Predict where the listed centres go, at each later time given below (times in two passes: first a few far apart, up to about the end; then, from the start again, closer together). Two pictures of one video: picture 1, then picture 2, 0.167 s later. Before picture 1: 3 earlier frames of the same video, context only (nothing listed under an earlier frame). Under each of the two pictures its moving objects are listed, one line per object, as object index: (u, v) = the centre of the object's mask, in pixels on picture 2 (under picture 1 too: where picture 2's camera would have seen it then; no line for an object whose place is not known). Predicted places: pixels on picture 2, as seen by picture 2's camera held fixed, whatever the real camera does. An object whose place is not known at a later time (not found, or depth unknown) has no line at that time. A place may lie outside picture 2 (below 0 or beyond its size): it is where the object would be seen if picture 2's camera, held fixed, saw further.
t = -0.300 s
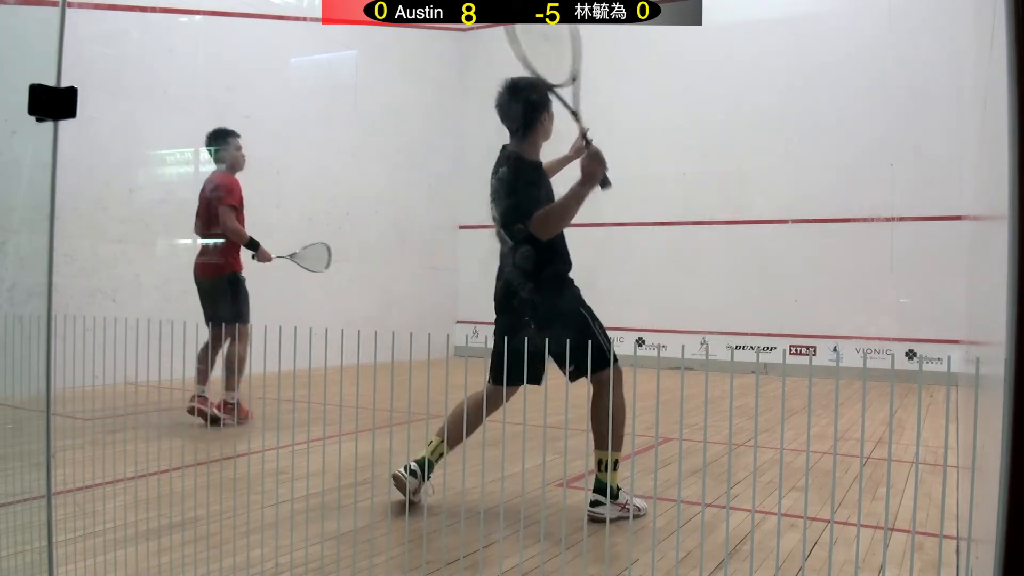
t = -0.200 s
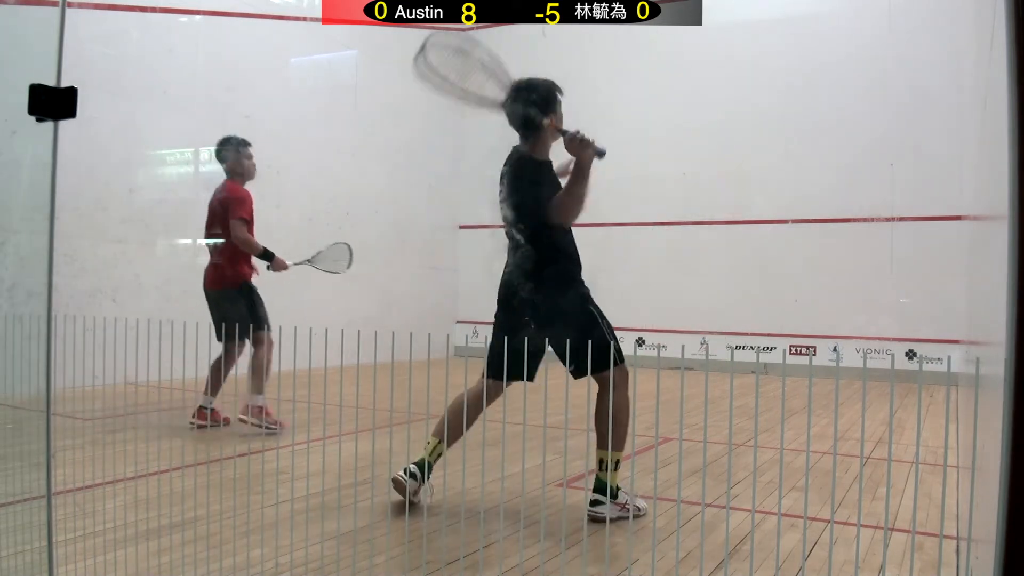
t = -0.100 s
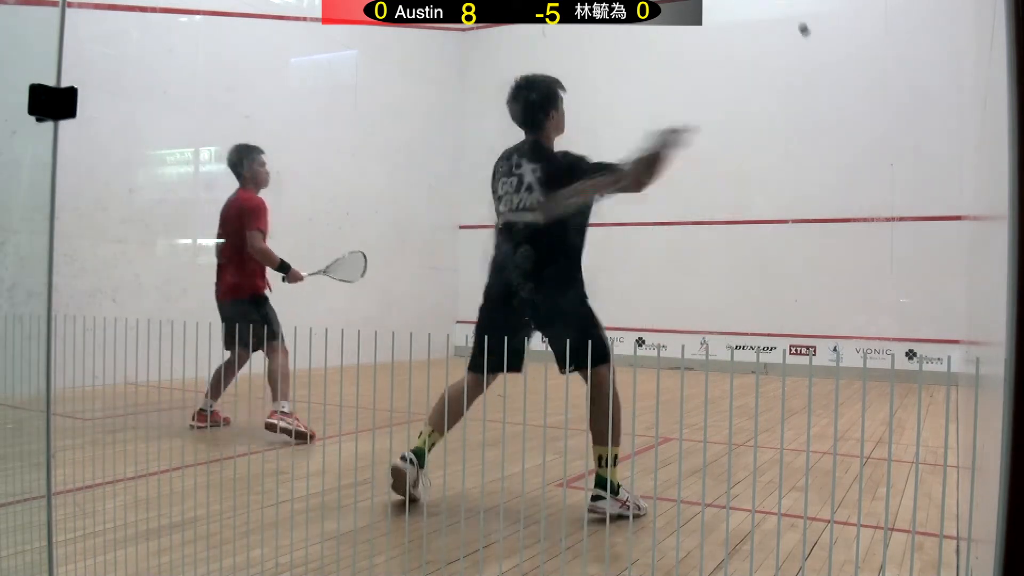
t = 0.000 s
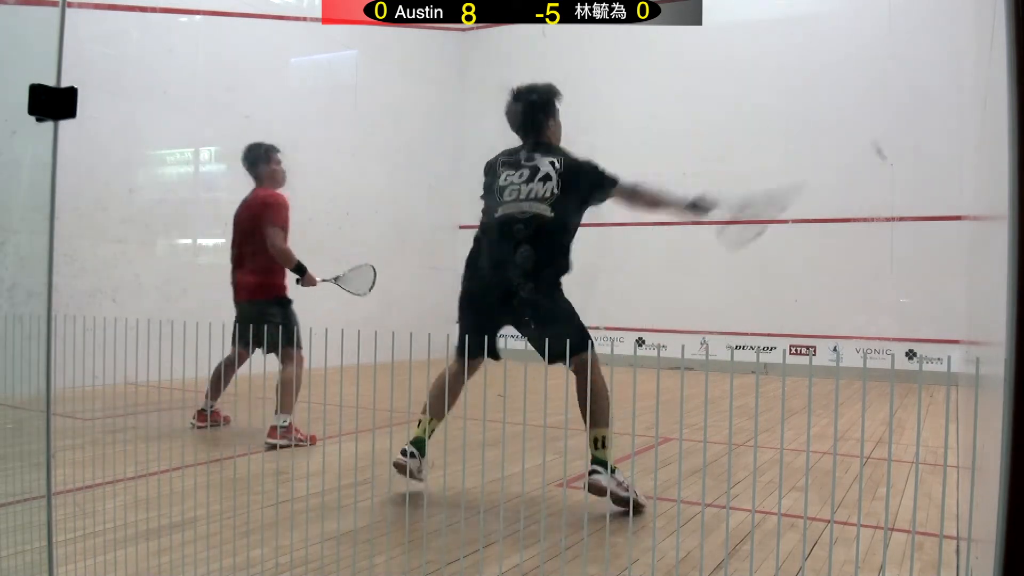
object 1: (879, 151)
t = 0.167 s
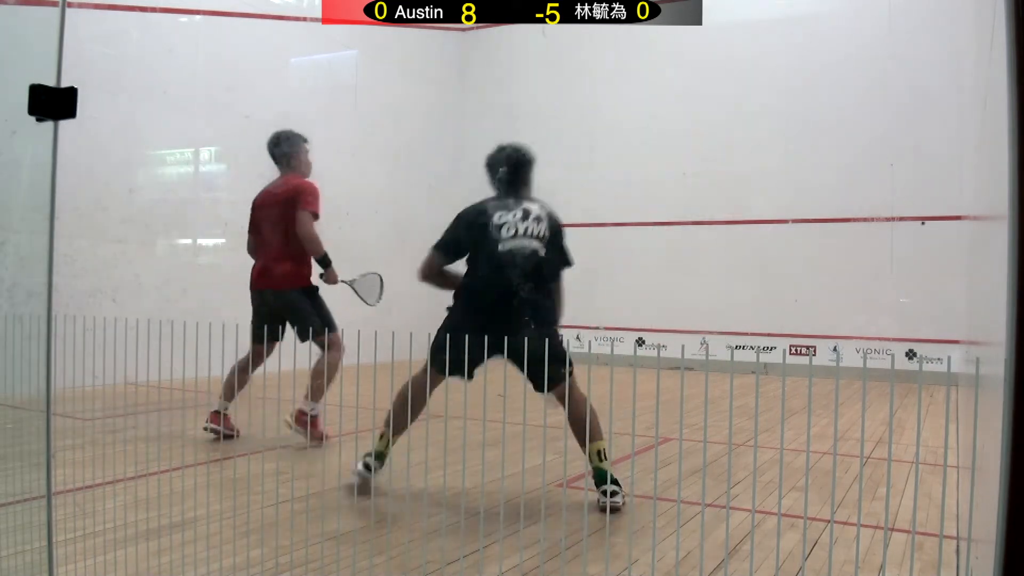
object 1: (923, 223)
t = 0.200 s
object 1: (923, 223)
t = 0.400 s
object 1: (926, 255)
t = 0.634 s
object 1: (930, 405)
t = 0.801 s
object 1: (936, 400)
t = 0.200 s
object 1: (923, 223)
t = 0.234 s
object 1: (924, 225)
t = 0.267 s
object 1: (924, 228)
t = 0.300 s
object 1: (924, 232)
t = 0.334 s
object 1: (925, 238)
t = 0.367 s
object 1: (926, 245)
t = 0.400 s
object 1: (926, 255)
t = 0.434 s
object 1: (927, 266)
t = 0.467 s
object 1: (927, 281)
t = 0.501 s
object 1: (928, 298)
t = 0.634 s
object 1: (930, 405)
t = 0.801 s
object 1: (936, 400)
